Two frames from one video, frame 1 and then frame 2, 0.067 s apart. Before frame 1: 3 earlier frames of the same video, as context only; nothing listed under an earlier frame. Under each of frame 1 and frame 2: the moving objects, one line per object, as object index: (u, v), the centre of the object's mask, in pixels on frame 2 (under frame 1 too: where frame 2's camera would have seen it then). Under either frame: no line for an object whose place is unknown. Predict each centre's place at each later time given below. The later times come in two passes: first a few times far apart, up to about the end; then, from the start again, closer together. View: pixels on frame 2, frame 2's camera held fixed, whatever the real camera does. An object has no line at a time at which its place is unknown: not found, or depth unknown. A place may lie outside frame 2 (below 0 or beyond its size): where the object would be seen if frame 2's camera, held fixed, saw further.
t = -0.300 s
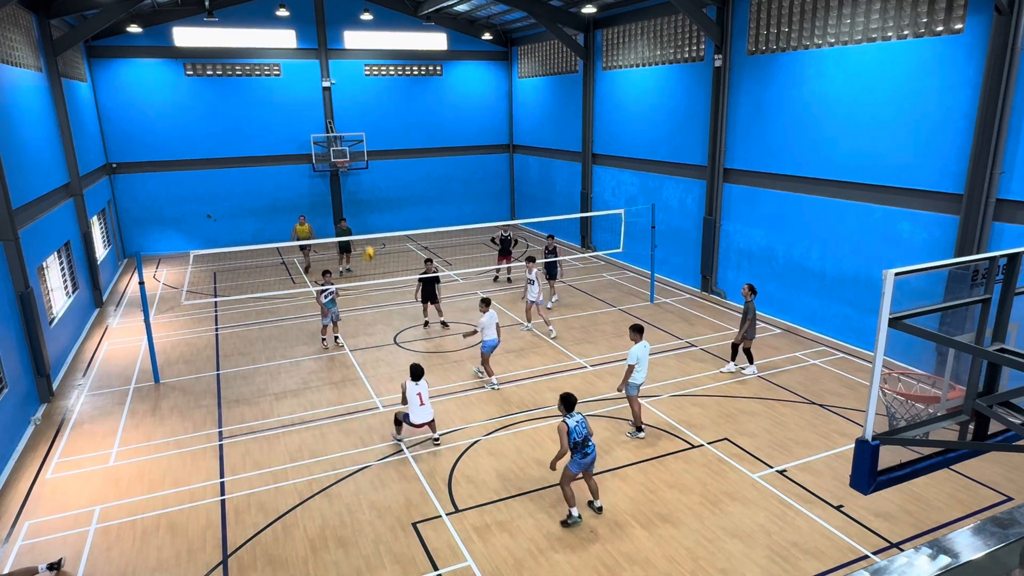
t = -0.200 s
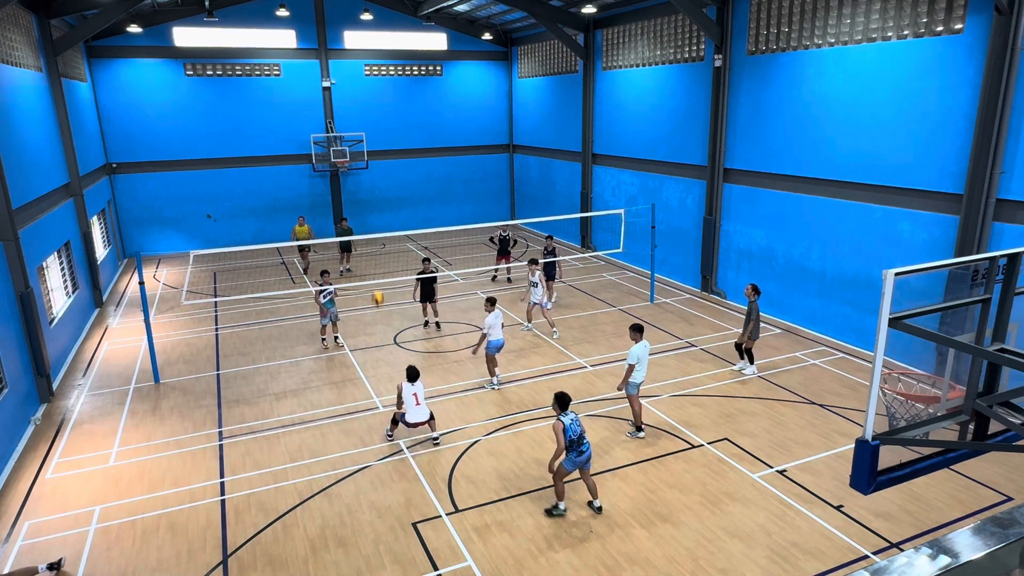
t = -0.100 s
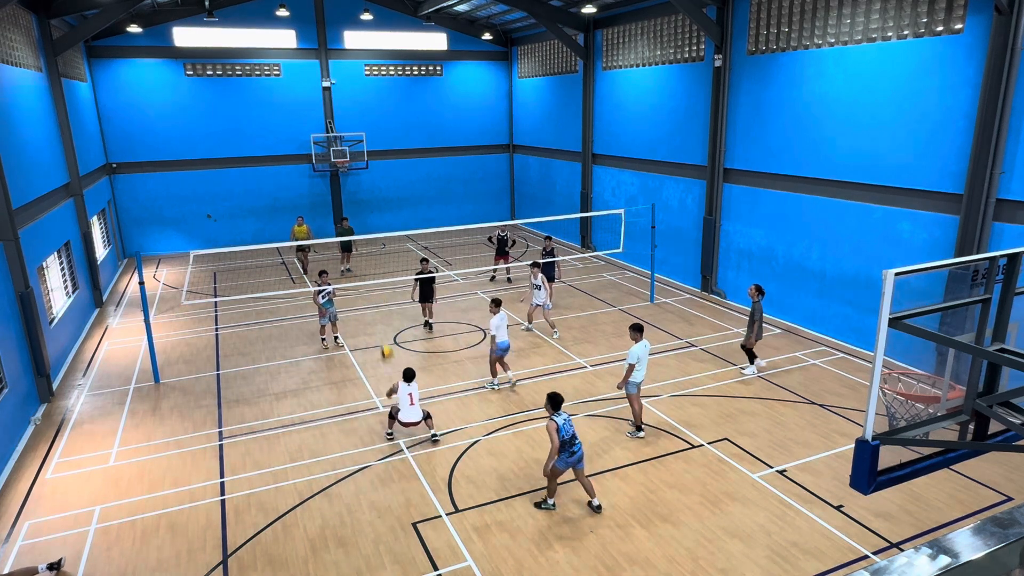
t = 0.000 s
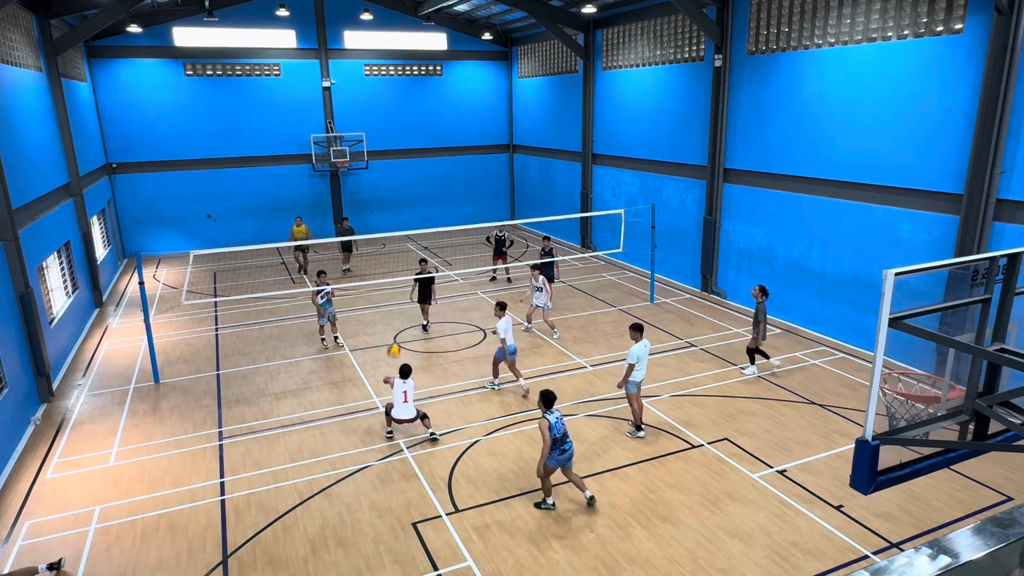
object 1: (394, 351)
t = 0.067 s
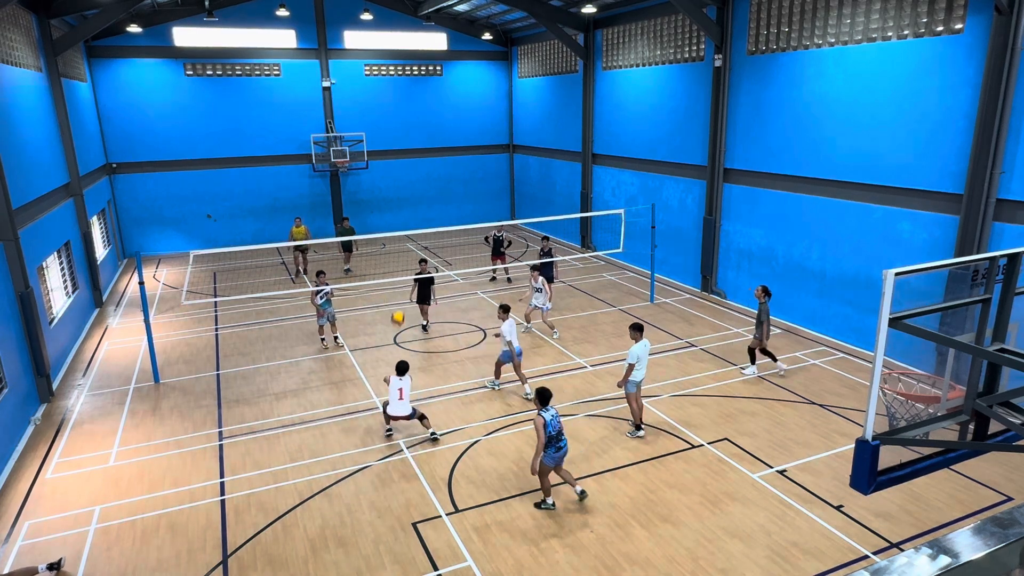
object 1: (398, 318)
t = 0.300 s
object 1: (413, 235)
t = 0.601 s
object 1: (433, 184)
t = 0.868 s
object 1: (452, 184)
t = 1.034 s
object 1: (463, 203)
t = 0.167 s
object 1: (404, 278)
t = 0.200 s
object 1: (407, 266)
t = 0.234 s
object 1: (409, 254)
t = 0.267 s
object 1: (410, 245)
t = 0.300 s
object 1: (413, 235)
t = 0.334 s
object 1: (415, 226)
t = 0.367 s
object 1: (417, 219)
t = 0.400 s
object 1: (419, 212)
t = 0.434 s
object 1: (422, 205)
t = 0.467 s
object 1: (424, 199)
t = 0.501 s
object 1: (426, 194)
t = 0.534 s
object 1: (428, 190)
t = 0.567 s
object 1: (431, 187)
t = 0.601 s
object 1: (433, 184)
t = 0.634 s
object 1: (435, 182)
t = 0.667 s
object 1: (438, 180)
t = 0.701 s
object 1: (441, 179)
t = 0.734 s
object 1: (443, 179)
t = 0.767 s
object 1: (445, 179)
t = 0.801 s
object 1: (447, 180)
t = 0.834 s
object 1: (450, 182)
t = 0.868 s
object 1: (452, 184)
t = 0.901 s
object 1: (454, 187)
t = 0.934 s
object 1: (456, 190)
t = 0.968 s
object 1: (458, 194)
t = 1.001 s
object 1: (461, 198)
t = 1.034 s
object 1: (463, 203)
